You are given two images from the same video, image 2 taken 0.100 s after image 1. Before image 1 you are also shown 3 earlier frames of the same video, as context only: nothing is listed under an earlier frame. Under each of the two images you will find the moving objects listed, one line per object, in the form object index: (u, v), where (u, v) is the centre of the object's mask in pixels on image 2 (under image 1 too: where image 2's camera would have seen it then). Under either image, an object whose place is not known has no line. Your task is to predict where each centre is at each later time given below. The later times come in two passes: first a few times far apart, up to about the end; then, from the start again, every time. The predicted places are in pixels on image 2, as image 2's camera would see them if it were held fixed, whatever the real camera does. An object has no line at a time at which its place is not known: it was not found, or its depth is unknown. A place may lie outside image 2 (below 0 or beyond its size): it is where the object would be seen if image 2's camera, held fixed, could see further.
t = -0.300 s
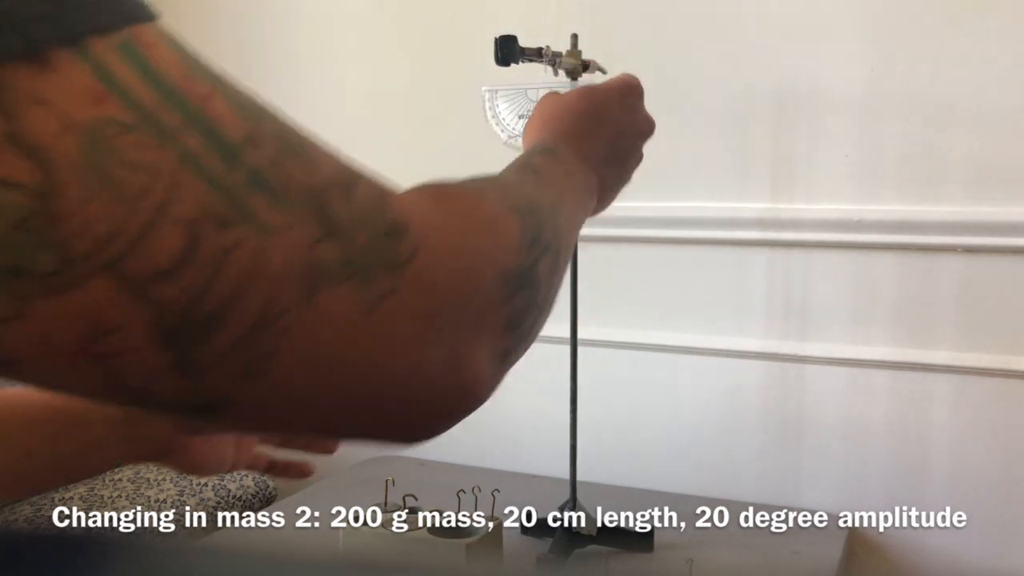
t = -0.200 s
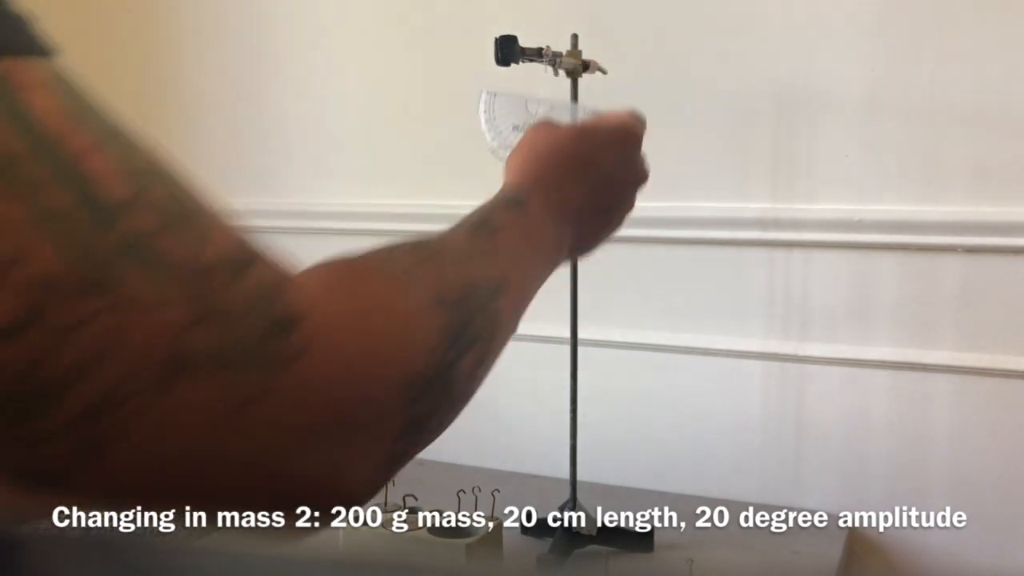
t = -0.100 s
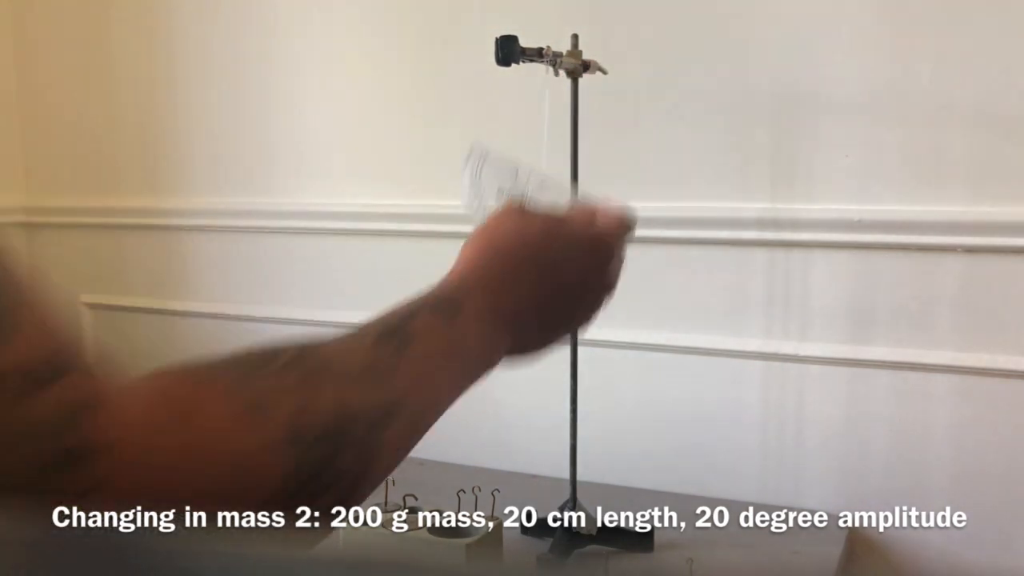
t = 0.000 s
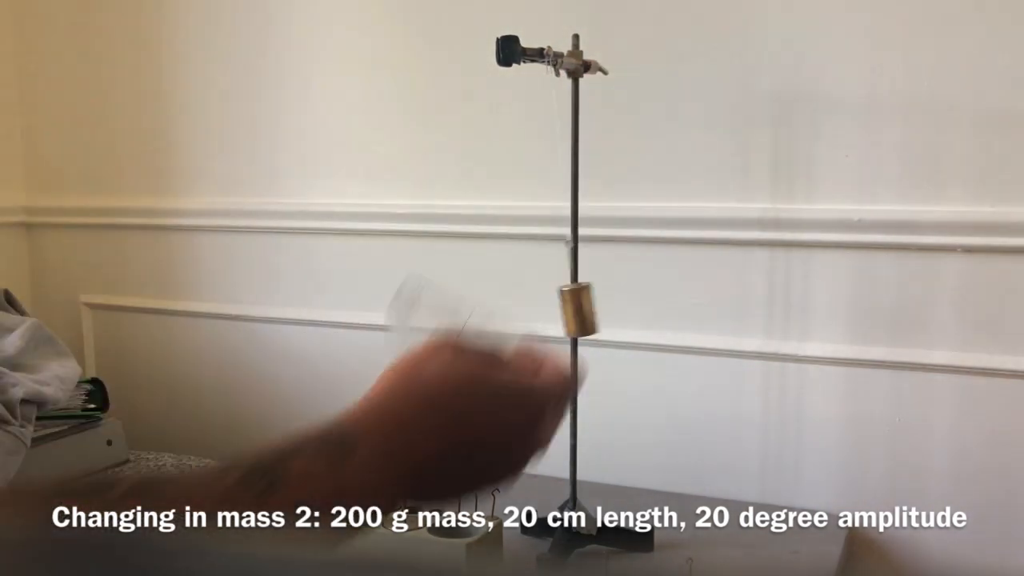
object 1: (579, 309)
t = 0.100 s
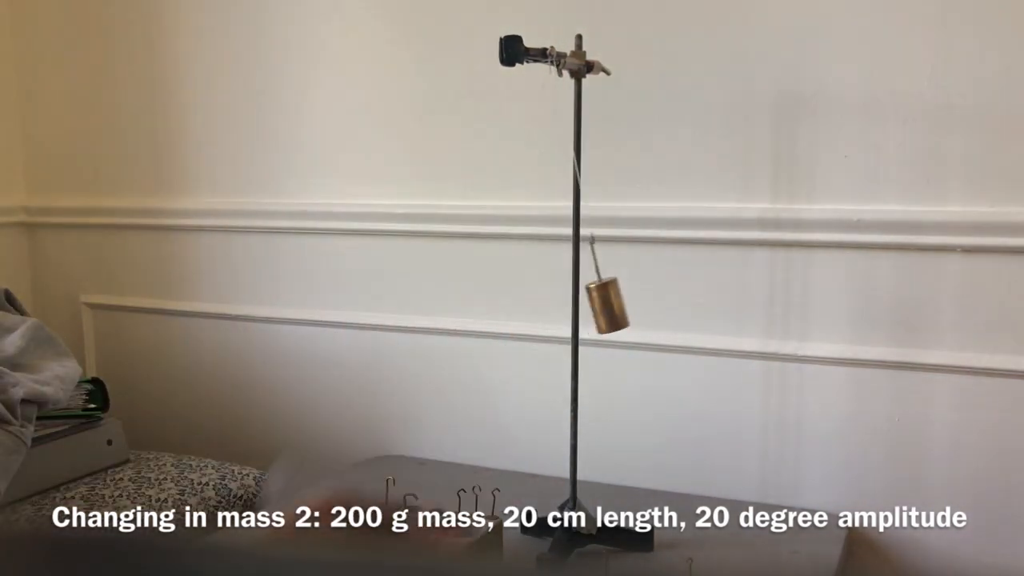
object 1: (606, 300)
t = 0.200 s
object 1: (611, 299)
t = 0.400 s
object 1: (556, 302)
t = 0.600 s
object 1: (498, 298)
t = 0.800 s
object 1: (523, 300)
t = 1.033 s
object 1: (601, 299)
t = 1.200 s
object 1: (594, 298)
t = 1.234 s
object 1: (584, 300)
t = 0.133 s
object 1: (610, 299)
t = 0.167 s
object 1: (612, 299)
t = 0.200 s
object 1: (611, 299)
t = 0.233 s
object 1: (607, 300)
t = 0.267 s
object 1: (601, 300)
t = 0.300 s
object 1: (592, 301)
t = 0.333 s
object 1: (582, 308)
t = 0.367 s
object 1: (569, 302)
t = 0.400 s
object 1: (556, 302)
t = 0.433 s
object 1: (544, 302)
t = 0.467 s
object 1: (532, 301)
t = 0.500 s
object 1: (521, 300)
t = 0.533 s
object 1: (511, 299)
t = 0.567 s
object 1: (504, 298)
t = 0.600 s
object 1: (498, 298)
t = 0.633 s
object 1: (496, 298)
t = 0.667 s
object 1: (496, 298)
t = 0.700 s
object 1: (499, 298)
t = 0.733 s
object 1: (505, 299)
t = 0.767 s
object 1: (512, 300)
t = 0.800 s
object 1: (523, 300)
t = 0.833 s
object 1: (534, 301)
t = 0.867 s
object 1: (546, 302)
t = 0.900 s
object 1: (560, 302)
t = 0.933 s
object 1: (572, 303)
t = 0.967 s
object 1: (585, 309)
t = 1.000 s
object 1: (593, 299)
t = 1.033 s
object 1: (601, 299)
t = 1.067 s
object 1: (606, 298)
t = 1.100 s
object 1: (608, 296)
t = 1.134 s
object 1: (606, 296)
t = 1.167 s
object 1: (601, 297)
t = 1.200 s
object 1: (594, 298)
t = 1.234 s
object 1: (584, 300)
